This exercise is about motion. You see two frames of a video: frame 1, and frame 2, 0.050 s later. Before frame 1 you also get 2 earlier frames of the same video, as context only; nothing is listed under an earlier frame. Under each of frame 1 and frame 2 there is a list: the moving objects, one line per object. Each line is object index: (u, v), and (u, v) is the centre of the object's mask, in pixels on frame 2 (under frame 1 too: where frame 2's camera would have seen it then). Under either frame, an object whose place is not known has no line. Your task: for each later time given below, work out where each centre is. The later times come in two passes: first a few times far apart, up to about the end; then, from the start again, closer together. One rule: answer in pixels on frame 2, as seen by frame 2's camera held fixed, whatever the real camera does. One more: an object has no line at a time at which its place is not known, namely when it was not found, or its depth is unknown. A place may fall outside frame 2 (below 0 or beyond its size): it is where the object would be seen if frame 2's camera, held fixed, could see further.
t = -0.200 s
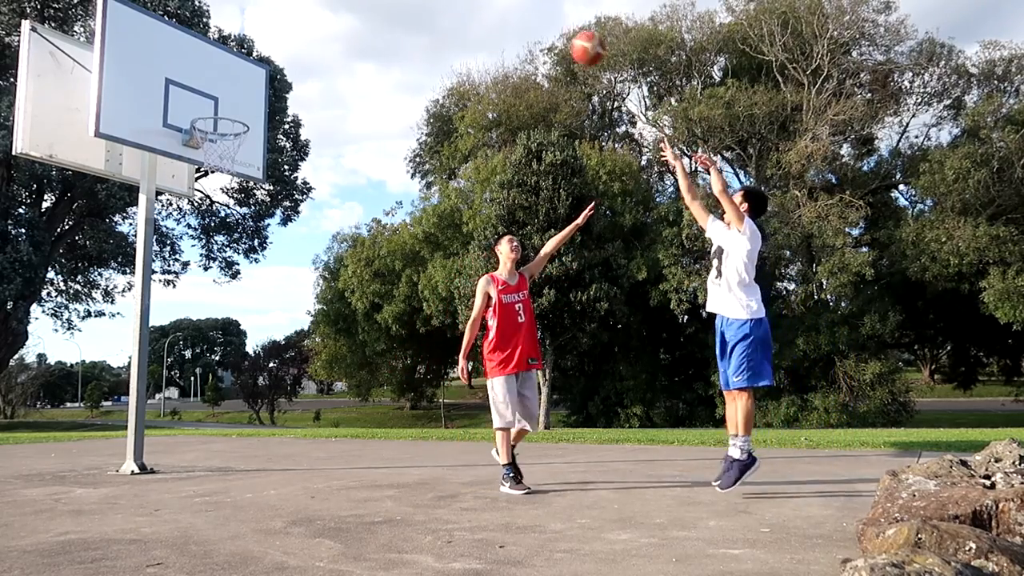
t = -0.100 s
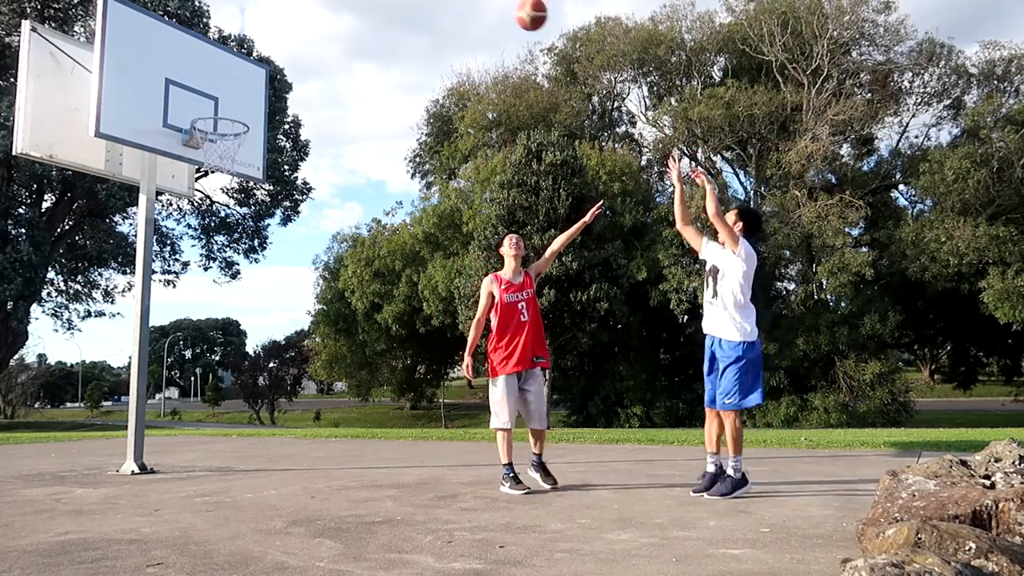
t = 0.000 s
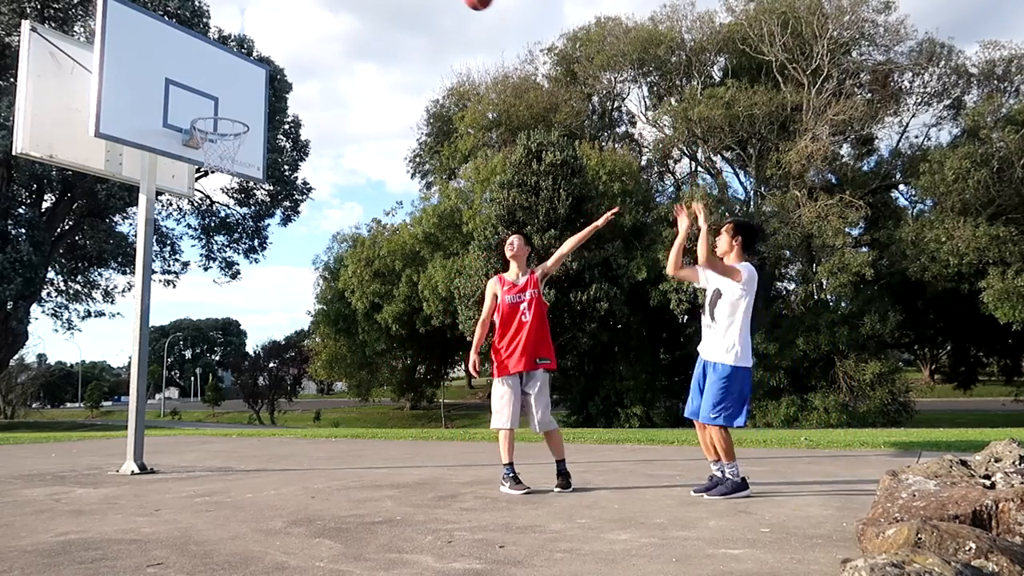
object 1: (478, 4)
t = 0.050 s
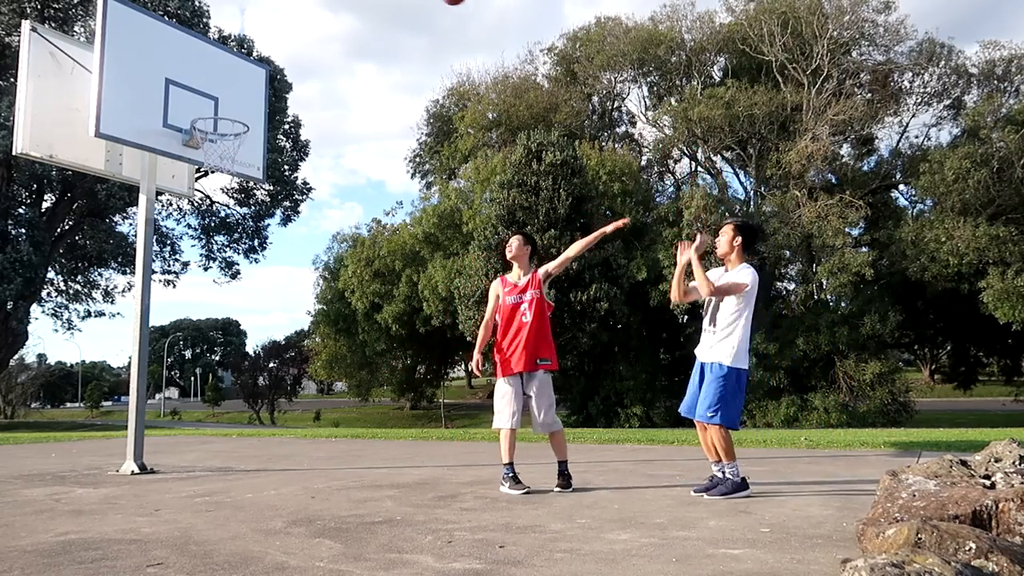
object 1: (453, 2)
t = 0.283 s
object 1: (344, 8)
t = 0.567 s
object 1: (226, 96)
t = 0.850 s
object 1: (243, 141)
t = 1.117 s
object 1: (203, 181)
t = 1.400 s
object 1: (152, 311)
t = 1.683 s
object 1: (109, 415)
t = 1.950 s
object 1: (100, 300)
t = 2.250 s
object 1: (85, 270)
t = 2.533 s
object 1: (67, 333)
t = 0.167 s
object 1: (398, 2)
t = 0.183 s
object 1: (390, 2)
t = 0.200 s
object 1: (382, 3)
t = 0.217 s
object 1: (375, 4)
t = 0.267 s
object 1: (352, 7)
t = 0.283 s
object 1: (344, 8)
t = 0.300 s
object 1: (337, 9)
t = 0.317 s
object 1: (329, 11)
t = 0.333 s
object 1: (322, 13)
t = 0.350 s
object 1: (315, 17)
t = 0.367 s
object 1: (308, 22)
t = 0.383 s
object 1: (301, 26)
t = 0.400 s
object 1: (294, 31)
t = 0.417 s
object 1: (287, 37)
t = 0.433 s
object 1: (280, 42)
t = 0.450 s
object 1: (273, 48)
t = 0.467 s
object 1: (266, 54)
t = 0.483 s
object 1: (259, 60)
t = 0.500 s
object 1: (253, 67)
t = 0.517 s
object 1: (246, 74)
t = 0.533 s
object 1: (239, 81)
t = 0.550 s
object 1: (232, 88)
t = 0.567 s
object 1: (226, 96)
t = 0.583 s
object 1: (219, 103)
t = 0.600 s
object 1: (212, 111)
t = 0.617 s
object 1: (207, 120)
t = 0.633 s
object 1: (209, 126)
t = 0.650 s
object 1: (211, 130)
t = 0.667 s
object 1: (213, 135)
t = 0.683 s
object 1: (217, 140)
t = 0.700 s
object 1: (222, 143)
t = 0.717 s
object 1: (226, 146)
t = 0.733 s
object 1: (230, 148)
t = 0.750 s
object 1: (234, 150)
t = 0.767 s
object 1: (237, 151)
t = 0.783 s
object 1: (240, 150)
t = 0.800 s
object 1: (242, 148)
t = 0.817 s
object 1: (243, 145)
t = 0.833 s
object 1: (243, 142)
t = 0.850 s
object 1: (243, 141)
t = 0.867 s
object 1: (243, 141)
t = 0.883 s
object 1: (241, 142)
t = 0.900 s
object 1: (239, 143)
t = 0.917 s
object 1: (237, 144)
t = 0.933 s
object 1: (234, 146)
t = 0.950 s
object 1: (232, 148)
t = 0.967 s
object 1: (229, 150)
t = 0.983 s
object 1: (227, 153)
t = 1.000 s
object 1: (224, 155)
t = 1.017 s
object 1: (221, 158)
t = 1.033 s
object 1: (219, 160)
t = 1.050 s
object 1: (216, 163)
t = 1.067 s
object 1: (213, 170)
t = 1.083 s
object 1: (210, 173)
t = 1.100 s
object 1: (206, 177)
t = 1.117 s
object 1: (203, 181)
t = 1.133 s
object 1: (200, 186)
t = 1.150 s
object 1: (198, 192)
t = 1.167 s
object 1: (195, 197)
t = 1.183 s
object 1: (192, 203)
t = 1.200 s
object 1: (189, 209)
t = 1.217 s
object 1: (186, 216)
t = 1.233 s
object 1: (184, 223)
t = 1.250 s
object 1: (181, 230)
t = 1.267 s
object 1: (177, 238)
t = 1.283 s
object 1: (174, 245)
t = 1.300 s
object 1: (171, 253)
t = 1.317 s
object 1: (168, 262)
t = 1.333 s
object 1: (164, 271)
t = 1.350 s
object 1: (161, 280)
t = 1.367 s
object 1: (158, 289)
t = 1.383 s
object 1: (155, 300)
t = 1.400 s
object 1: (152, 311)
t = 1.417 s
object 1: (149, 321)
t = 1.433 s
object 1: (146, 332)
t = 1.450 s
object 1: (144, 343)
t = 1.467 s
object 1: (140, 355)
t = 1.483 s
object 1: (136, 368)
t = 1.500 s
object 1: (131, 381)
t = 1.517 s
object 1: (129, 393)
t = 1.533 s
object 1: (125, 407)
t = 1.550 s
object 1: (122, 420)
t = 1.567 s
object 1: (119, 434)
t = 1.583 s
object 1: (116, 448)
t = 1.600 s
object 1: (113, 463)
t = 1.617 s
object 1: (112, 458)
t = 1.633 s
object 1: (111, 447)
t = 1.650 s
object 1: (111, 436)
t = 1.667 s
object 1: (110, 425)
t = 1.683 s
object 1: (109, 415)
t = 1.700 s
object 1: (109, 405)
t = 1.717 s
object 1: (108, 395)
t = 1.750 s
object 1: (106, 378)
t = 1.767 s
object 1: (107, 370)
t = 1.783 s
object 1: (107, 363)
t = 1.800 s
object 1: (106, 355)
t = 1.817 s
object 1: (106, 347)
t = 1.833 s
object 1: (105, 340)
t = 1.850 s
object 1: (105, 333)
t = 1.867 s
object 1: (104, 326)
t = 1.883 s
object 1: (103, 320)
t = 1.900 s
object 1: (103, 315)
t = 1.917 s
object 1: (102, 310)
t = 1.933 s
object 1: (101, 305)
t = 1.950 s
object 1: (100, 300)
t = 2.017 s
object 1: (98, 285)
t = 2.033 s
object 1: (97, 282)
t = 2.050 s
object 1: (96, 279)
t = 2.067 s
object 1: (95, 277)
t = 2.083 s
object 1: (94, 275)
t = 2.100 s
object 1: (93, 272)
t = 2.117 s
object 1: (93, 271)
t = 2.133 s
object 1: (92, 270)
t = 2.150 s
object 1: (91, 269)
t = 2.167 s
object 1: (90, 268)
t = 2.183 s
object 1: (89, 268)
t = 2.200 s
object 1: (88, 268)
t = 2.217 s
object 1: (88, 268)
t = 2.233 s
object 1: (87, 269)
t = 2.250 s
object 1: (85, 270)
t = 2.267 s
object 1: (85, 271)
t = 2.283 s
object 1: (83, 272)
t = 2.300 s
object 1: (82, 274)
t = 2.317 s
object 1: (81, 276)
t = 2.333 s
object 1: (81, 279)
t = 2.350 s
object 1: (79, 282)
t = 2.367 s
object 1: (78, 284)
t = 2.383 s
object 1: (77, 288)
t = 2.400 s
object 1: (76, 291)
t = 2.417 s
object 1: (75, 295)
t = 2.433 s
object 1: (73, 300)
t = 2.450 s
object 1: (73, 304)
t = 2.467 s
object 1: (71, 309)
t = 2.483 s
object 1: (70, 315)
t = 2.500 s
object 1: (69, 320)
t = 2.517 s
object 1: (68, 326)
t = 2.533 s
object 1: (67, 333)
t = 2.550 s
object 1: (65, 339)
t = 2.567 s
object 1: (64, 346)
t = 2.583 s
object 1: (63, 353)
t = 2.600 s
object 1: (61, 362)
